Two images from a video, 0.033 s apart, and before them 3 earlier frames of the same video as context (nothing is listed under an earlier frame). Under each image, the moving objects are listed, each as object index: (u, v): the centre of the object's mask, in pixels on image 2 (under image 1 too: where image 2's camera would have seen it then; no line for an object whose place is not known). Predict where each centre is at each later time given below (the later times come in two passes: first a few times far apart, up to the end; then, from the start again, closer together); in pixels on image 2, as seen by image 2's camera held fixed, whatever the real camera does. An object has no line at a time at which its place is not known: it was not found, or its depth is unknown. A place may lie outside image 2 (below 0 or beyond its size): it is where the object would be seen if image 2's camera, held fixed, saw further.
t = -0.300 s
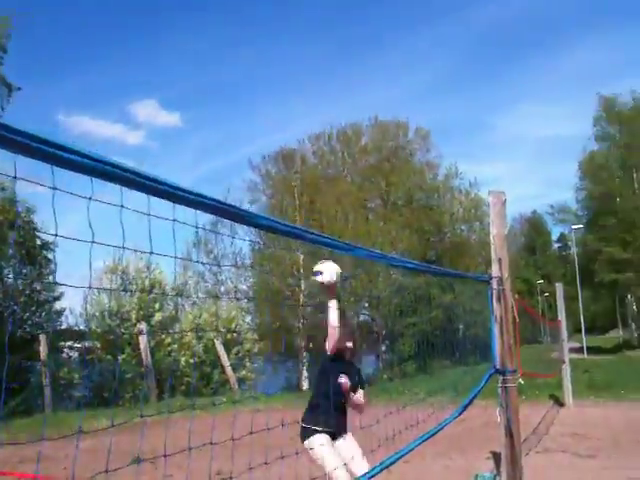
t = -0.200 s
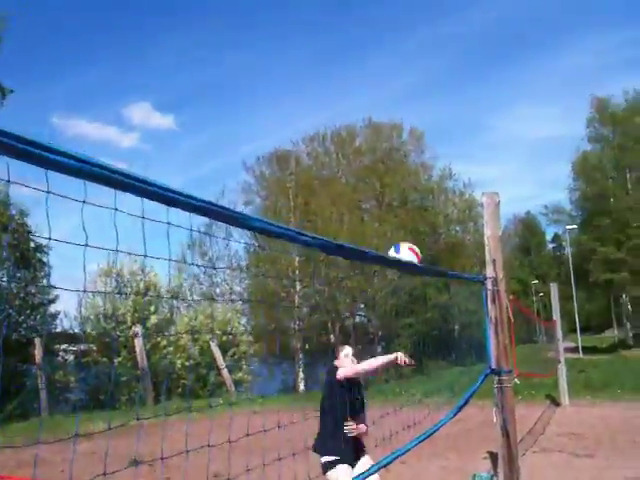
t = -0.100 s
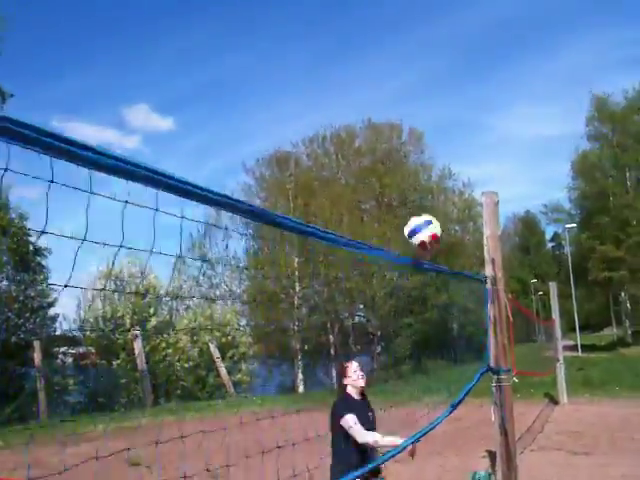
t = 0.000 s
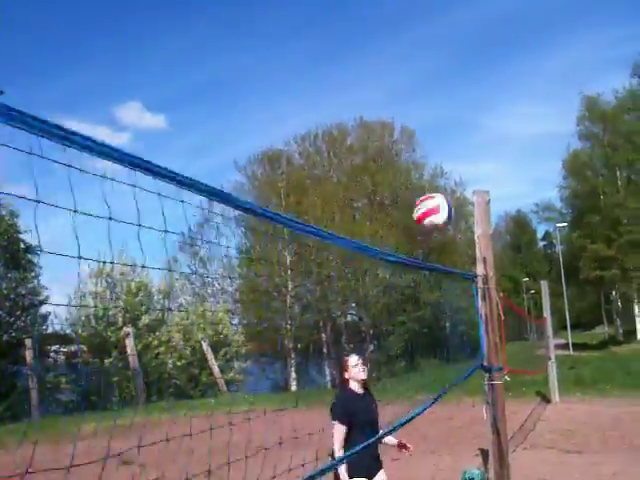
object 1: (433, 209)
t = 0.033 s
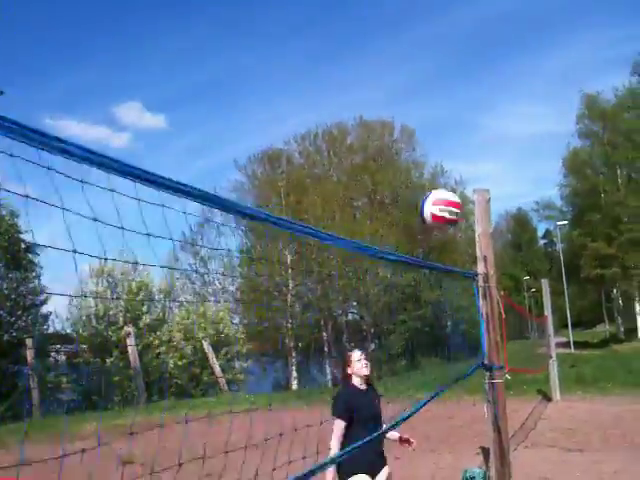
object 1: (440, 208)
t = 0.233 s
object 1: (497, 246)
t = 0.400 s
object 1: (591, 397)
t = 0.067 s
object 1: (450, 207)
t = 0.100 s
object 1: (456, 207)
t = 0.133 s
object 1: (465, 214)
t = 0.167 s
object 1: (476, 219)
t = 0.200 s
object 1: (487, 230)
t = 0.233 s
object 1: (497, 246)
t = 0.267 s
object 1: (514, 263)
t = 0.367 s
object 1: (566, 350)
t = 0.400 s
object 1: (591, 397)
